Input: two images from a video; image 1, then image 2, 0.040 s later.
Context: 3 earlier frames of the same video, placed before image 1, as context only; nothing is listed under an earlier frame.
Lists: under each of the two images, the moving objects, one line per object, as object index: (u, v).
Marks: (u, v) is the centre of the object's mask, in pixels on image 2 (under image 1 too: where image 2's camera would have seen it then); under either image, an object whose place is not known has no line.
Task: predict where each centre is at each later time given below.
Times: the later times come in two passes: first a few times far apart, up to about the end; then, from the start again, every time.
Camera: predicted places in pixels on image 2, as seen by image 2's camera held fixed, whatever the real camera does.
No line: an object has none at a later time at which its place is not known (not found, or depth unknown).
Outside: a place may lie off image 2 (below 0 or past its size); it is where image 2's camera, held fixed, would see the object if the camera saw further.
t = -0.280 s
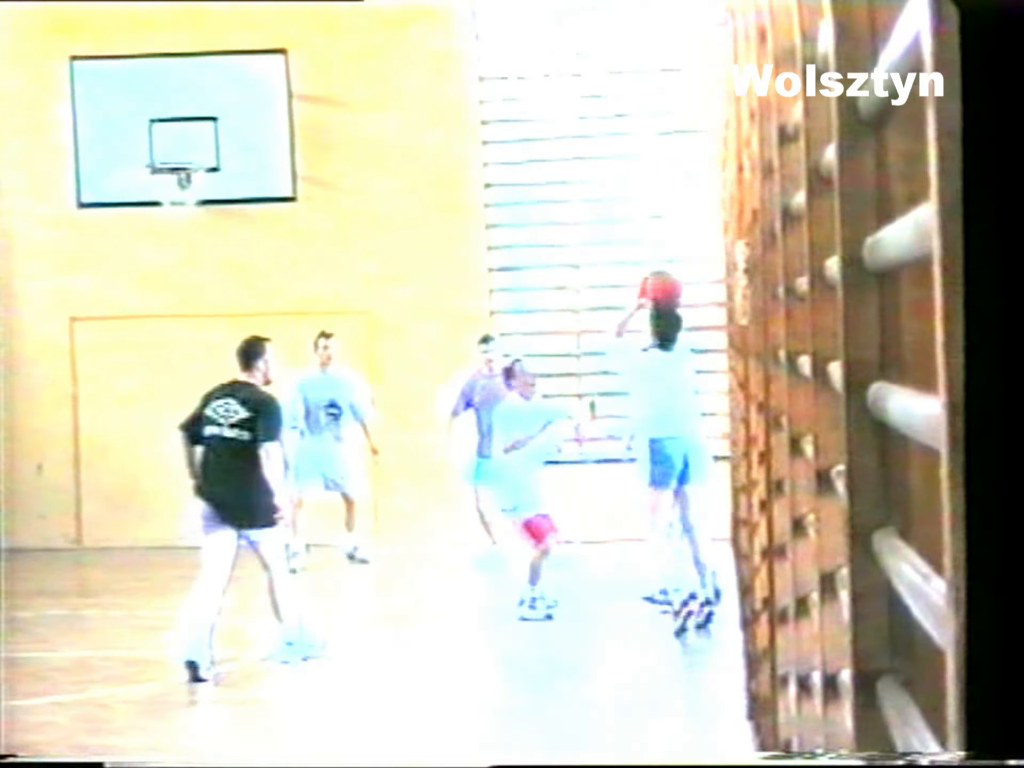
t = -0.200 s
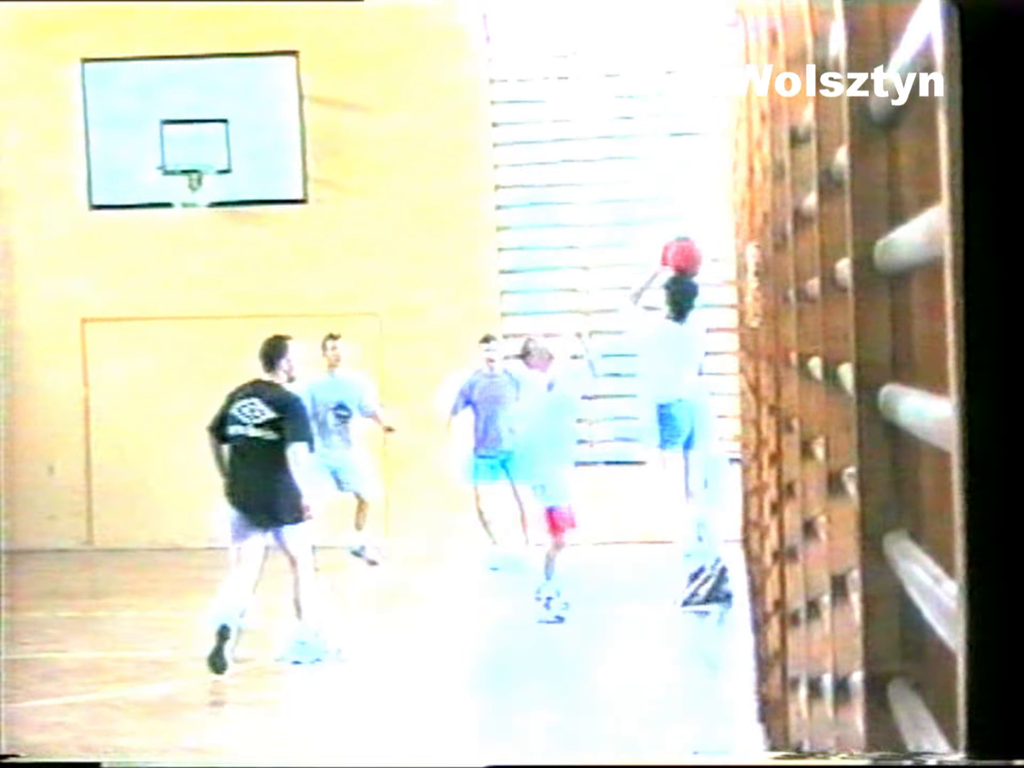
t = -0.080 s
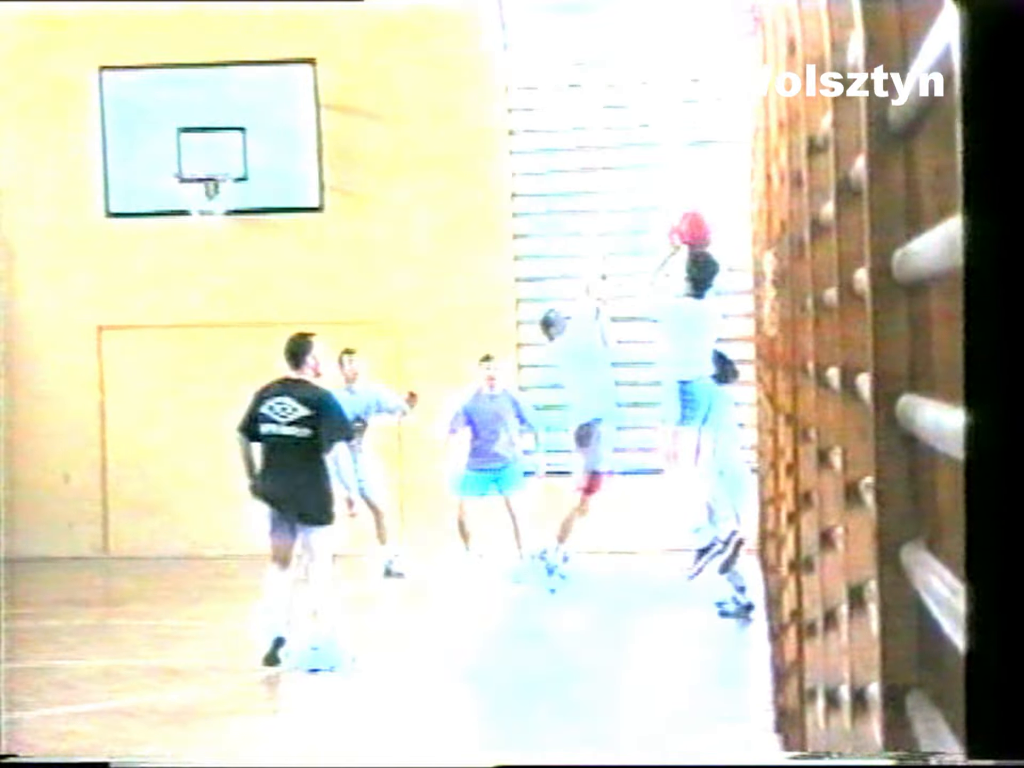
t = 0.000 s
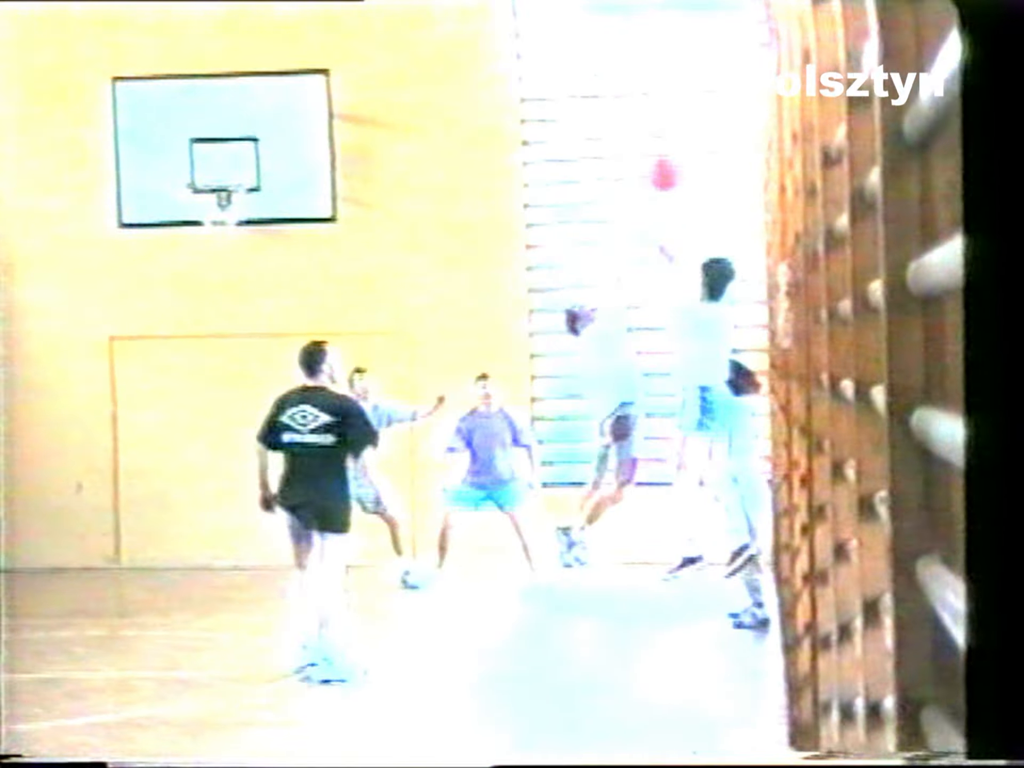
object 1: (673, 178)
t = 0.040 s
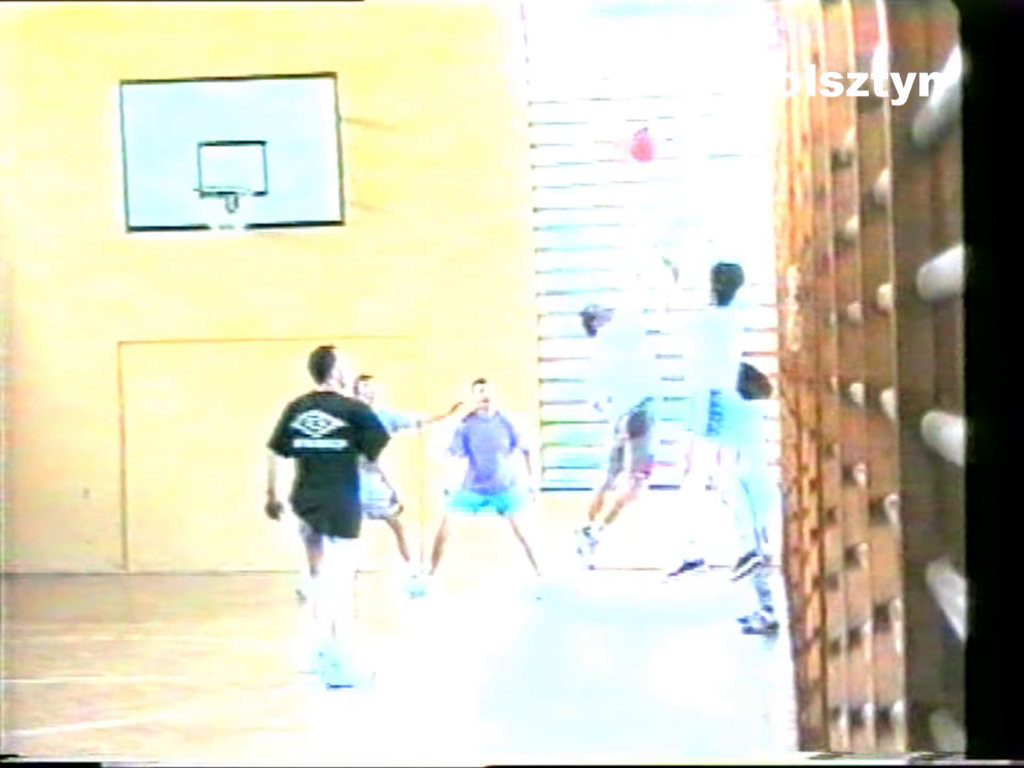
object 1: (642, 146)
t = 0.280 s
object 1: (484, 21)
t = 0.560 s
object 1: (354, 83)
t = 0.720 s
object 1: (292, 199)
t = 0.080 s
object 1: (614, 117)
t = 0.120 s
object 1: (587, 95)
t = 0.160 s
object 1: (554, 67)
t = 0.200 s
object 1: (529, 50)
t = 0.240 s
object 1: (509, 34)
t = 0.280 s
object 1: (484, 21)
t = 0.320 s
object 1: (461, 11)
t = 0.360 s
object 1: (438, 4)
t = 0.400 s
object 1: (417, -1)
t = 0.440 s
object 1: (401, 14)
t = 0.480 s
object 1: (386, 35)
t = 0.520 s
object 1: (370, 58)
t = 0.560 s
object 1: (354, 83)
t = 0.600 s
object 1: (339, 110)
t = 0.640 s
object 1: (325, 138)
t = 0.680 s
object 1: (307, 168)
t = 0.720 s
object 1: (292, 199)
